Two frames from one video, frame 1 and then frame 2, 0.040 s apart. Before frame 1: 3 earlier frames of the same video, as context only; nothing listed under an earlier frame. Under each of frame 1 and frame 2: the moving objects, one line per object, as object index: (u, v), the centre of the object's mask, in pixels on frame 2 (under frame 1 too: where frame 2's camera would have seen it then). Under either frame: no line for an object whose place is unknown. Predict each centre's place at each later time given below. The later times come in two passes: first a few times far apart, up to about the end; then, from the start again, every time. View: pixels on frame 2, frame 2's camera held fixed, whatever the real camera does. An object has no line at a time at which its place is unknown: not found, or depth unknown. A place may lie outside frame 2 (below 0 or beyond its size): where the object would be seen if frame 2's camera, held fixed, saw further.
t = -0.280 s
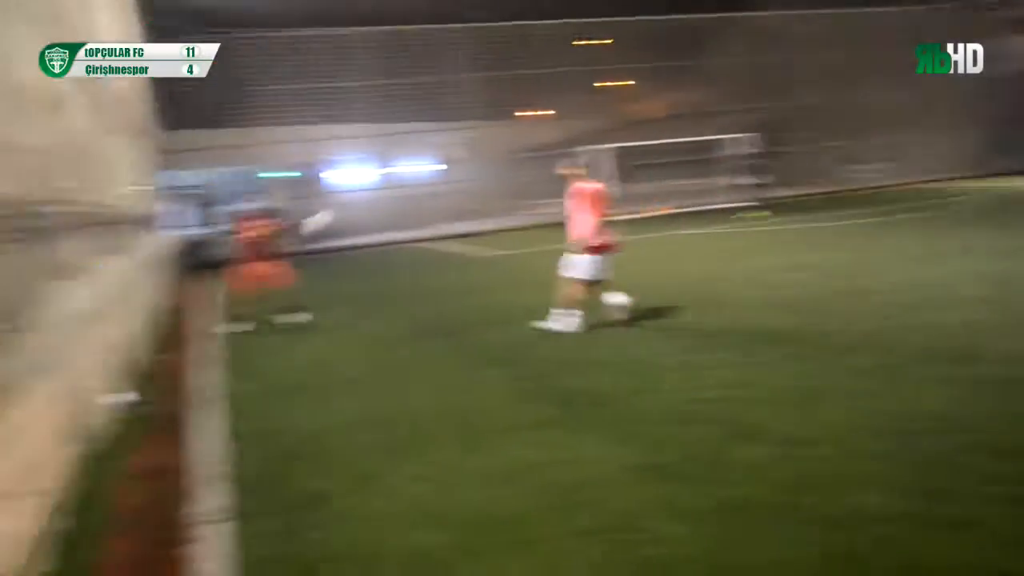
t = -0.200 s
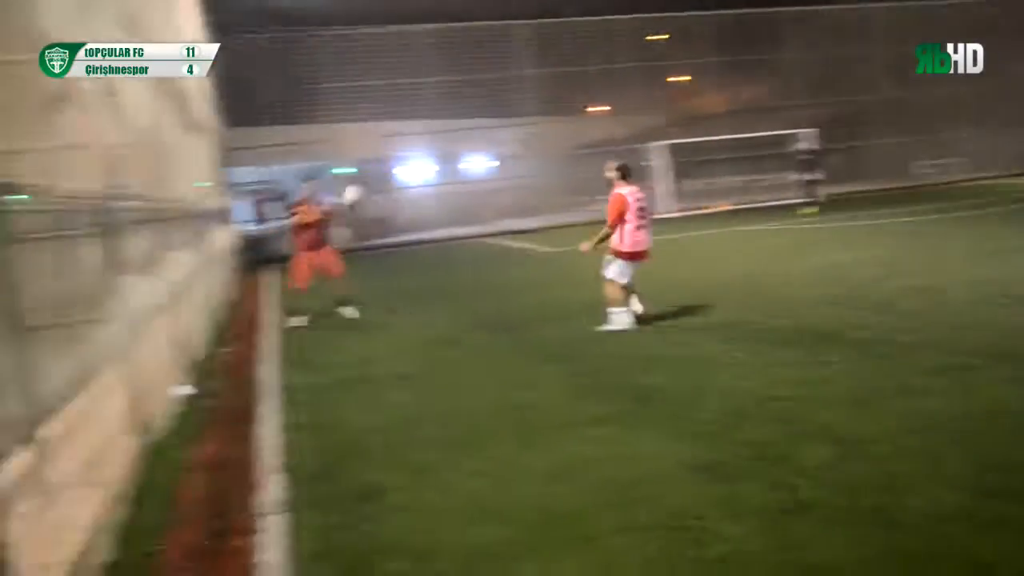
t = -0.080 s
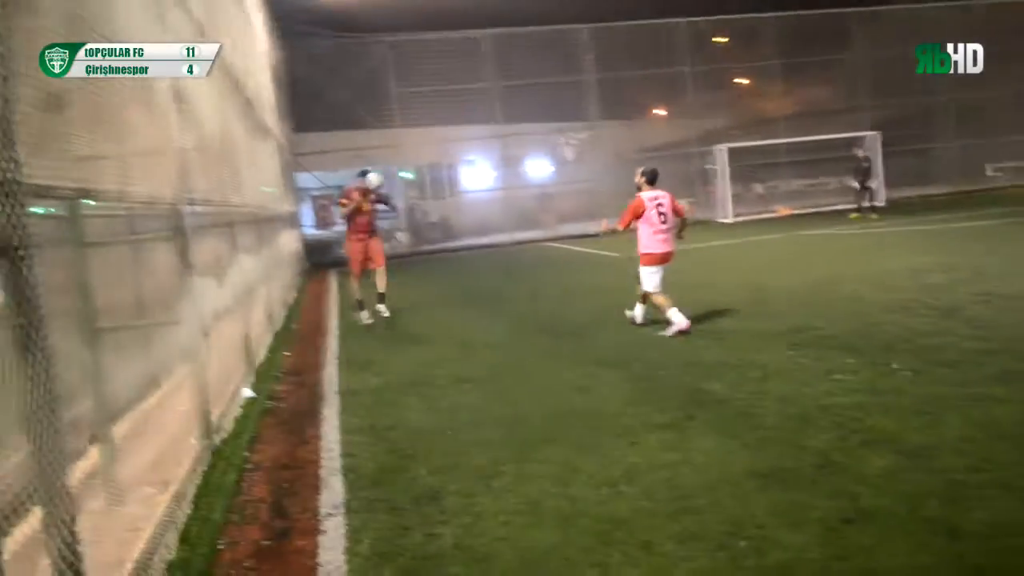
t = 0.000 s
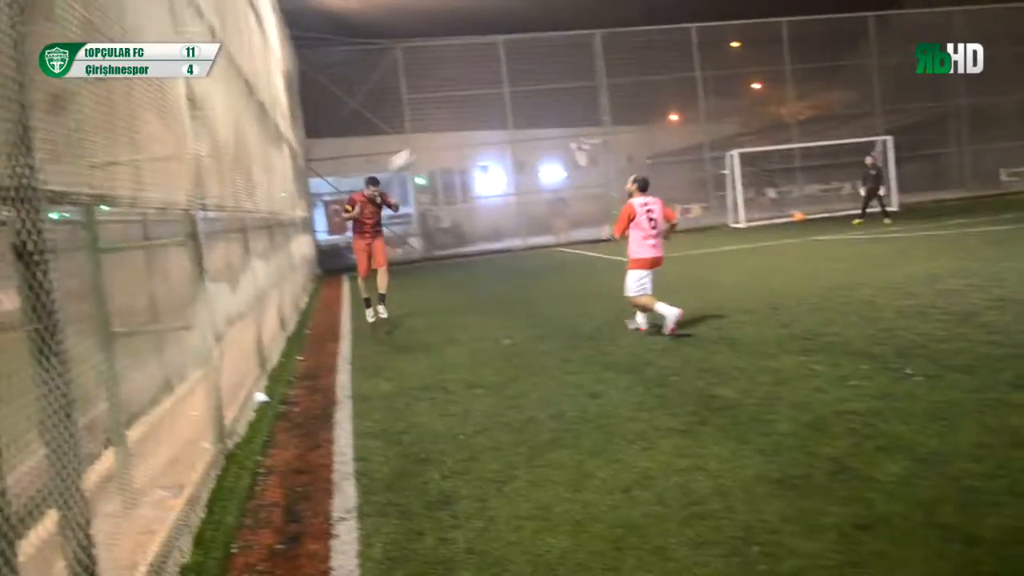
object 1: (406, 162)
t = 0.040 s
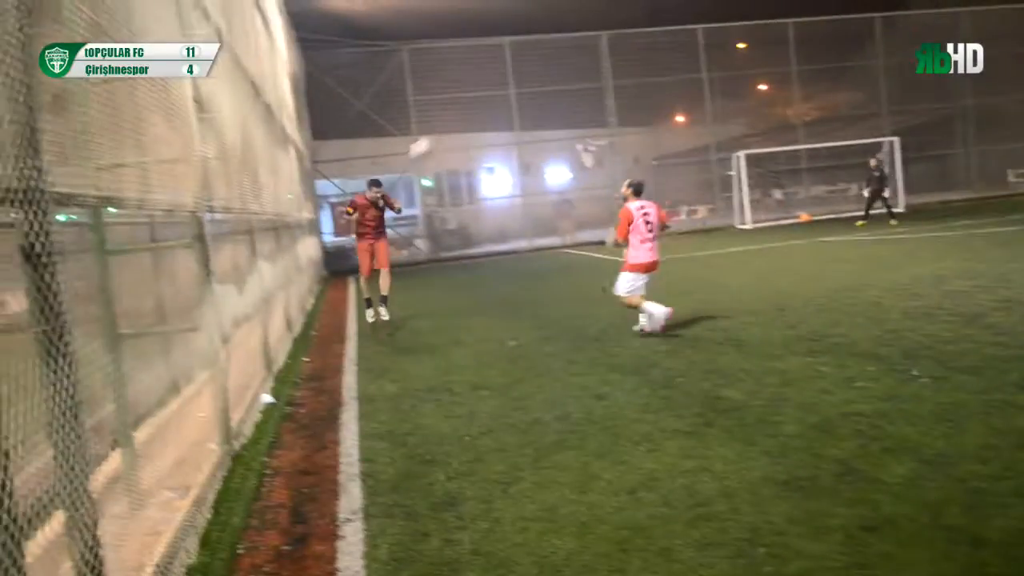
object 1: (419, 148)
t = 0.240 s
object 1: (499, 90)
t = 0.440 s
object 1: (605, 55)
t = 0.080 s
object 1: (437, 135)
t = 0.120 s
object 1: (452, 123)
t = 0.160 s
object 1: (467, 111)
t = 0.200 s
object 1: (484, 100)
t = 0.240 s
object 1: (499, 90)
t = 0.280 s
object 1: (517, 81)
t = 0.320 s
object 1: (536, 73)
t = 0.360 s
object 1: (559, 65)
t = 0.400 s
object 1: (581, 59)
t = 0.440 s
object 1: (605, 55)
